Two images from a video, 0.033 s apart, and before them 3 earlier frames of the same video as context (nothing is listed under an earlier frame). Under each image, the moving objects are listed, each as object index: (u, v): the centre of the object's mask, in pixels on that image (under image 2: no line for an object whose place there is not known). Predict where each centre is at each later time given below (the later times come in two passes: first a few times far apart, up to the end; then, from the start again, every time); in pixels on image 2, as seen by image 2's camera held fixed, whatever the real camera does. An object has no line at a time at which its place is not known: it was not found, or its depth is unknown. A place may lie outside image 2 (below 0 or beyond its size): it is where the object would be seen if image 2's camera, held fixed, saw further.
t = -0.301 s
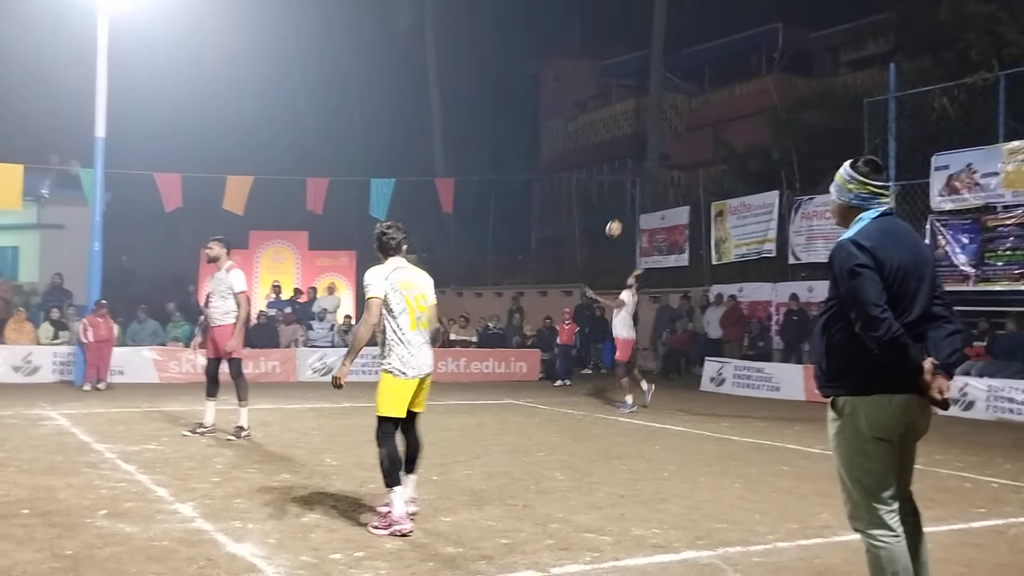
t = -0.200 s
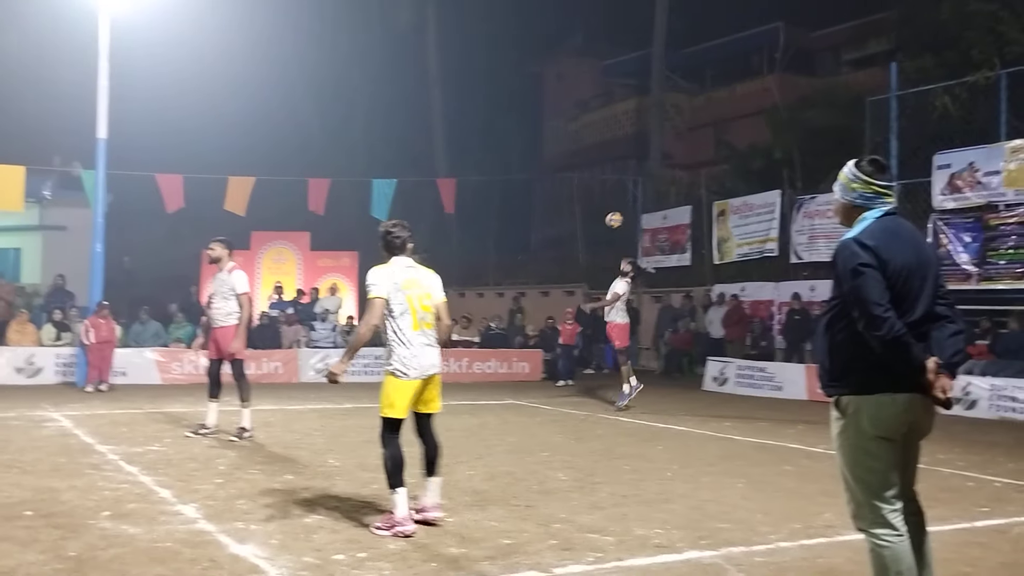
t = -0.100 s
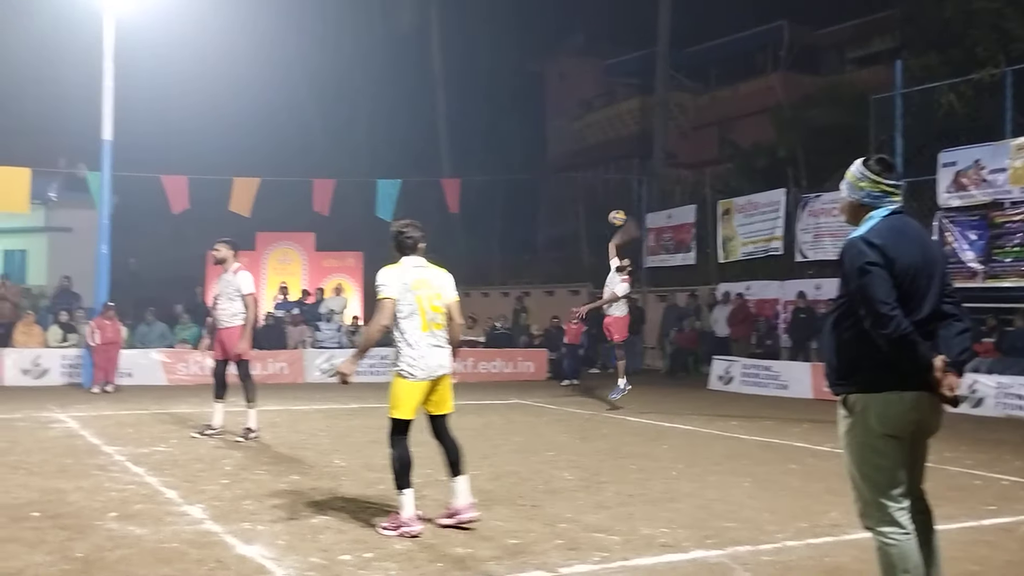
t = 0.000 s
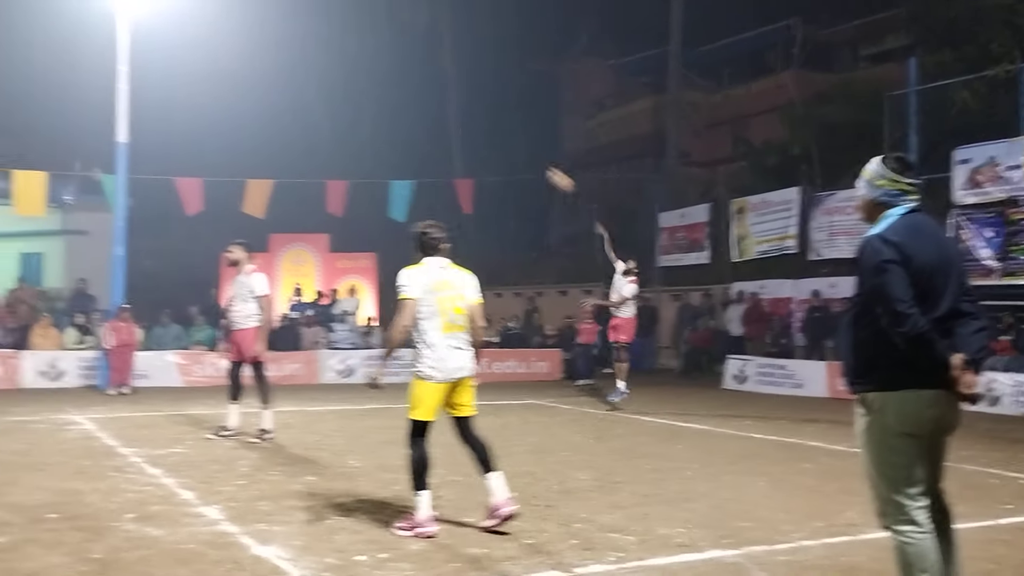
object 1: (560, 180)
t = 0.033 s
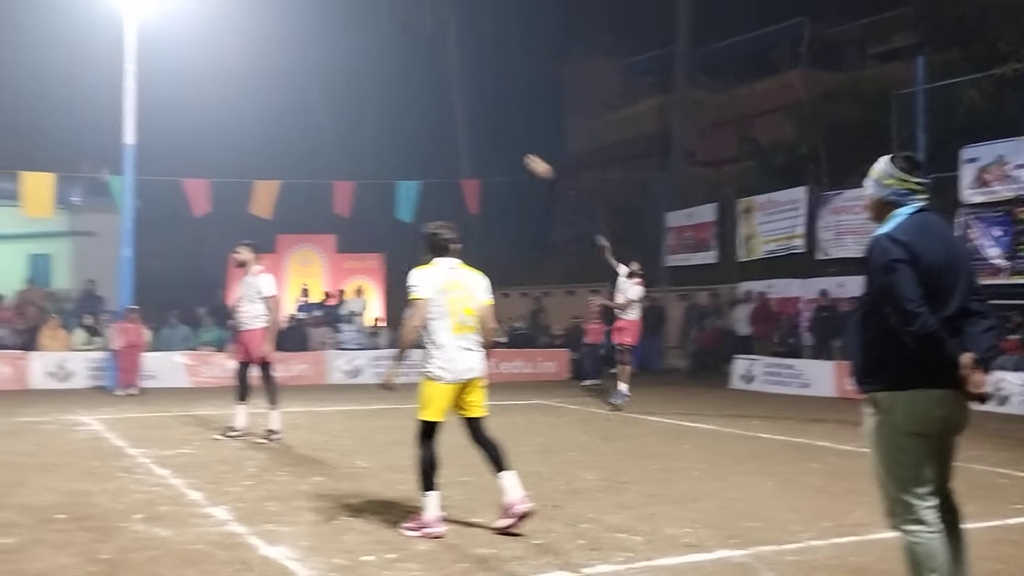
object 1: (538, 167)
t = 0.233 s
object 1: (351, 92)
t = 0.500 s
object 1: (43, 35)
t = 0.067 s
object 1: (509, 153)
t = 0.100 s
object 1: (480, 139)
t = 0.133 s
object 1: (449, 126)
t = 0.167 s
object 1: (418, 115)
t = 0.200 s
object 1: (385, 103)
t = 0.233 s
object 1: (351, 92)
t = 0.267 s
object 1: (317, 82)
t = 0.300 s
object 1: (282, 72)
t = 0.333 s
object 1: (243, 63)
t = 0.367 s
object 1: (206, 55)
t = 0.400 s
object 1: (170, 49)
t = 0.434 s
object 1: (131, 43)
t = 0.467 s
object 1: (89, 36)
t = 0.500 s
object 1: (43, 35)
